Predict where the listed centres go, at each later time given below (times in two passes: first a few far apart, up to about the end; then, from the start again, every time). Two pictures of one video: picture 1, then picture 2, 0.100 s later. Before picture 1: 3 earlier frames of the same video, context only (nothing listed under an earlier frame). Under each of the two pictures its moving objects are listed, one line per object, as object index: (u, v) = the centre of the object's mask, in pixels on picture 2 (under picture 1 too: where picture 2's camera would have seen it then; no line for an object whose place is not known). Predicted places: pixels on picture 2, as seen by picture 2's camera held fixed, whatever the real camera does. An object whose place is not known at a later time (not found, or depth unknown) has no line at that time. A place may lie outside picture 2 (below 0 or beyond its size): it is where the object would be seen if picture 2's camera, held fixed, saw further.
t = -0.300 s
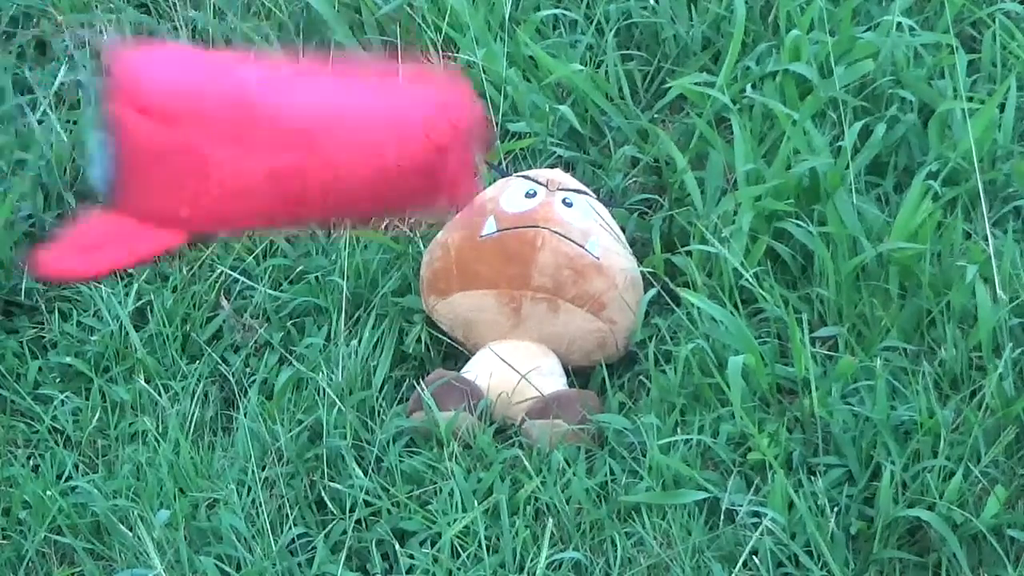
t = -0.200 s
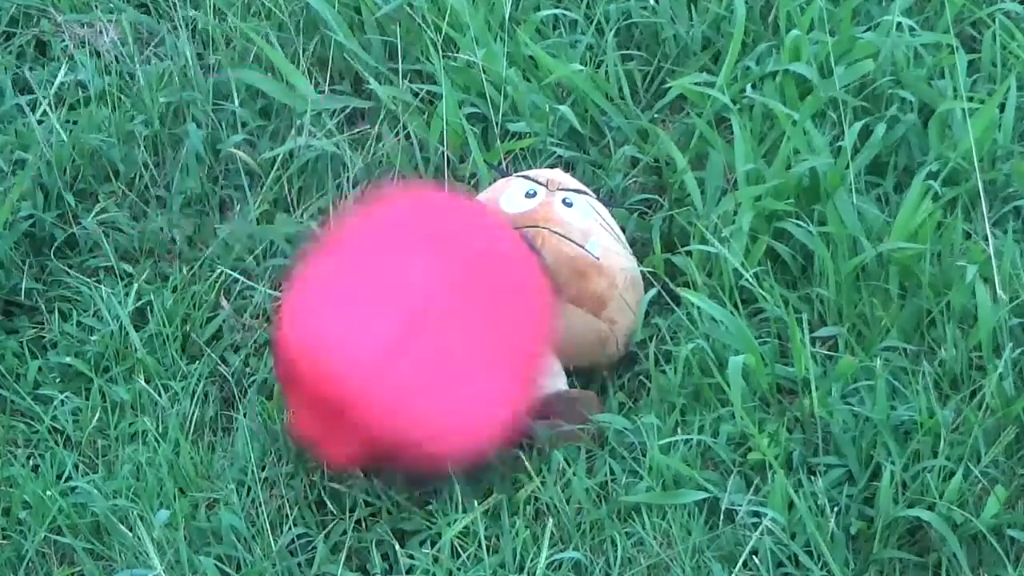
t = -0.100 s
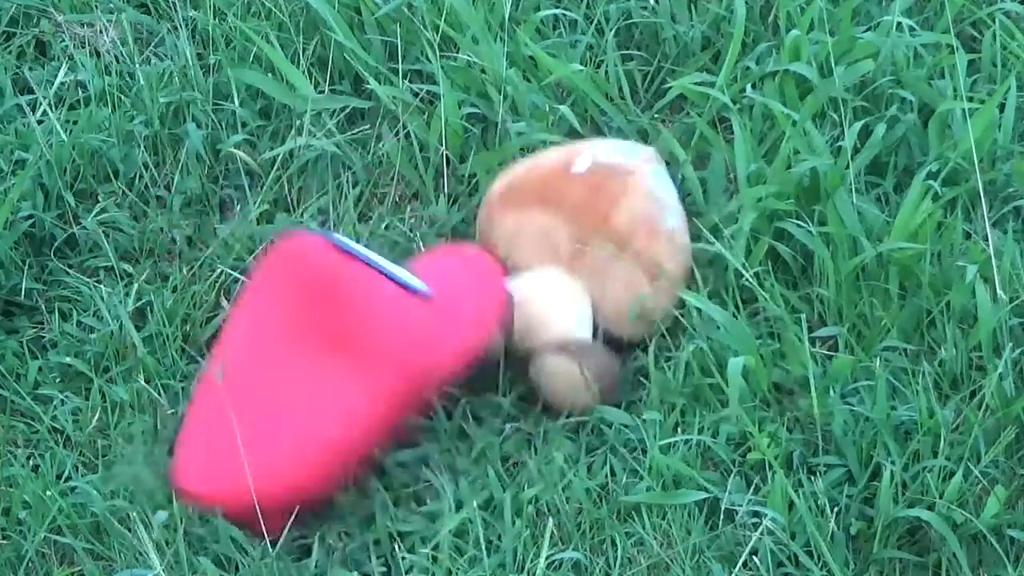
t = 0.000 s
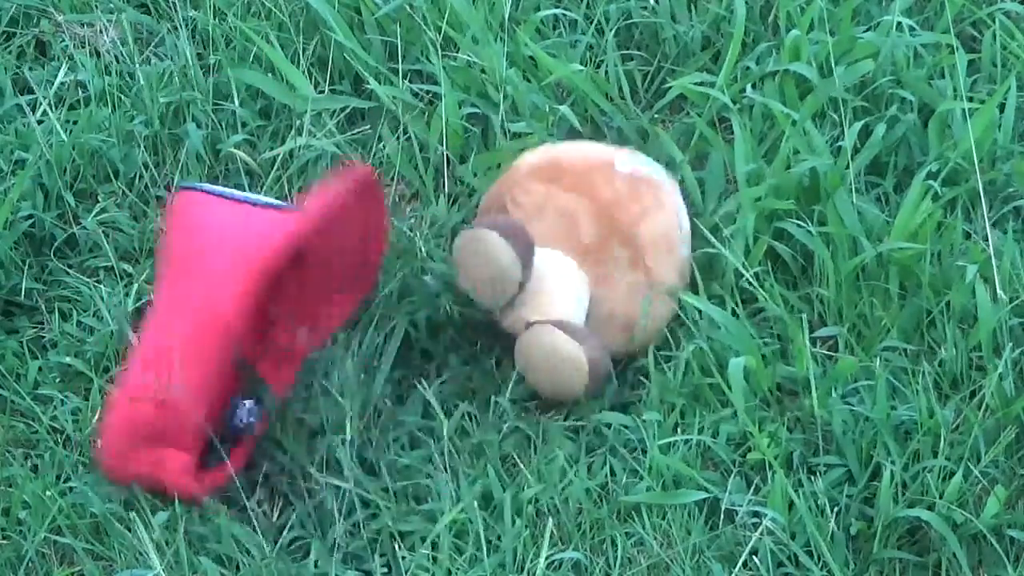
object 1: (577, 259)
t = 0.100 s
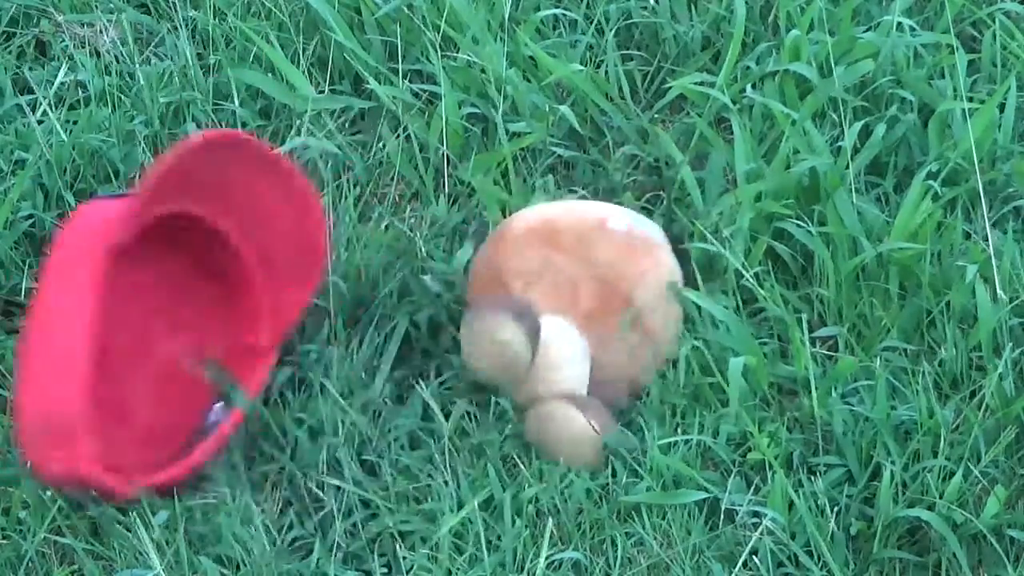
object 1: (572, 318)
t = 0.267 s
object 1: (517, 328)
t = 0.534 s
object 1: (509, 330)
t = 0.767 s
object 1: (509, 330)
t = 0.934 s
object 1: (508, 330)
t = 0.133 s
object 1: (562, 321)
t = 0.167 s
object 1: (551, 321)
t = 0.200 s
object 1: (539, 322)
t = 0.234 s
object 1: (527, 324)
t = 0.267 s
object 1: (517, 328)
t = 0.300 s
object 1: (509, 329)
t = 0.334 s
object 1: (504, 329)
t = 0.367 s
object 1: (502, 329)
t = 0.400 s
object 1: (502, 330)
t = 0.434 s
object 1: (504, 330)
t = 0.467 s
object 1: (506, 330)
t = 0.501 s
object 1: (508, 330)
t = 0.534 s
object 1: (509, 330)
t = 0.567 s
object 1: (509, 330)
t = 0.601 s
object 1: (509, 330)
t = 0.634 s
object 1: (508, 330)
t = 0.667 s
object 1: (508, 330)
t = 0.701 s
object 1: (508, 330)
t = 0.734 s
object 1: (509, 330)
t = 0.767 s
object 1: (509, 330)
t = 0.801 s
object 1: (509, 330)
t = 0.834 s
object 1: (508, 330)
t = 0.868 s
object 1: (508, 330)
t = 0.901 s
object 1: (508, 330)
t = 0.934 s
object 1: (508, 330)
